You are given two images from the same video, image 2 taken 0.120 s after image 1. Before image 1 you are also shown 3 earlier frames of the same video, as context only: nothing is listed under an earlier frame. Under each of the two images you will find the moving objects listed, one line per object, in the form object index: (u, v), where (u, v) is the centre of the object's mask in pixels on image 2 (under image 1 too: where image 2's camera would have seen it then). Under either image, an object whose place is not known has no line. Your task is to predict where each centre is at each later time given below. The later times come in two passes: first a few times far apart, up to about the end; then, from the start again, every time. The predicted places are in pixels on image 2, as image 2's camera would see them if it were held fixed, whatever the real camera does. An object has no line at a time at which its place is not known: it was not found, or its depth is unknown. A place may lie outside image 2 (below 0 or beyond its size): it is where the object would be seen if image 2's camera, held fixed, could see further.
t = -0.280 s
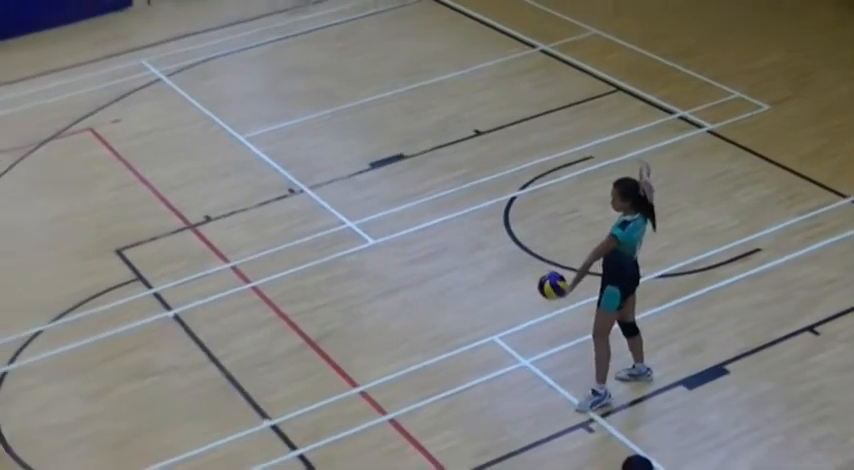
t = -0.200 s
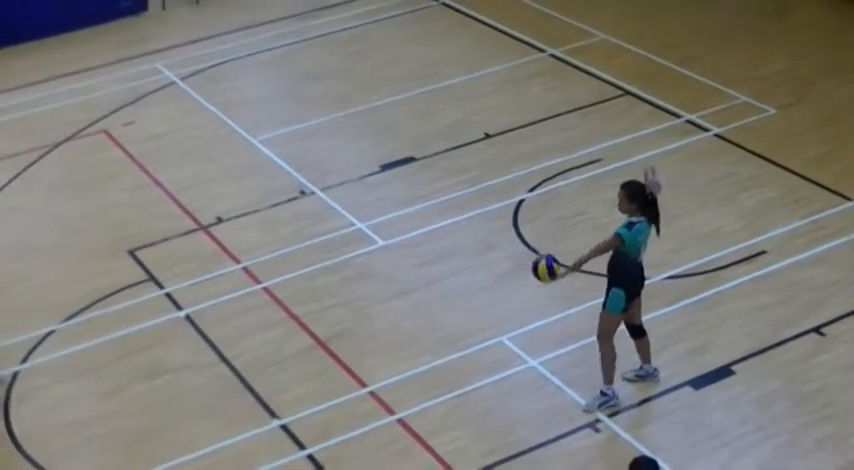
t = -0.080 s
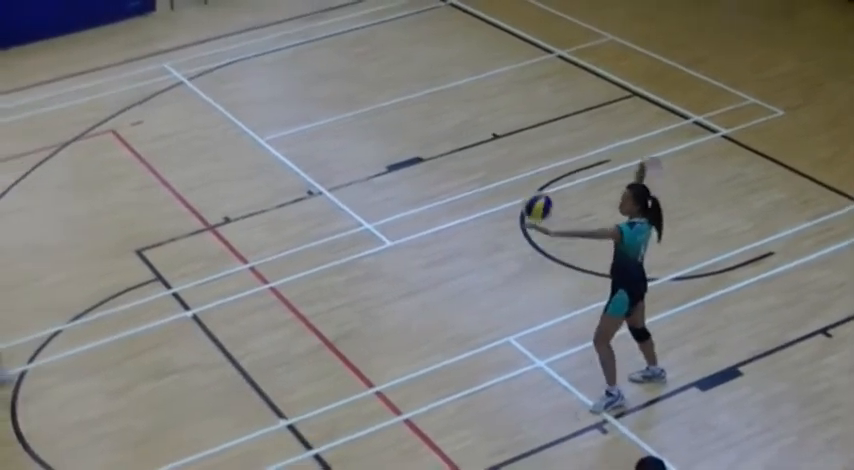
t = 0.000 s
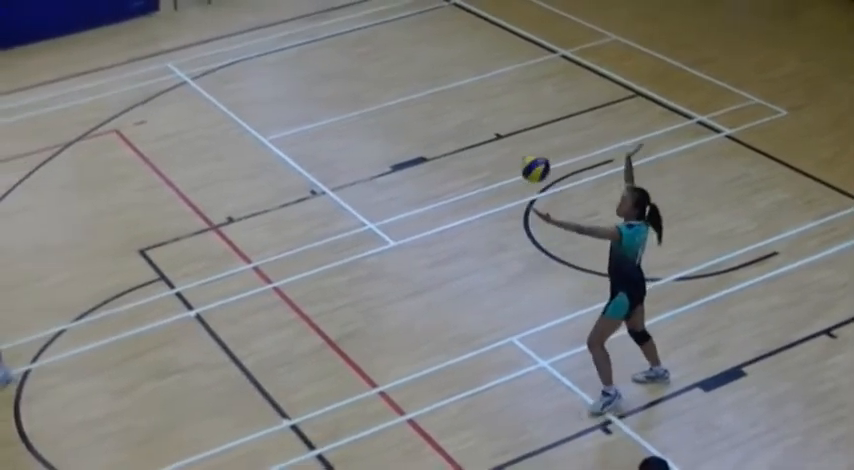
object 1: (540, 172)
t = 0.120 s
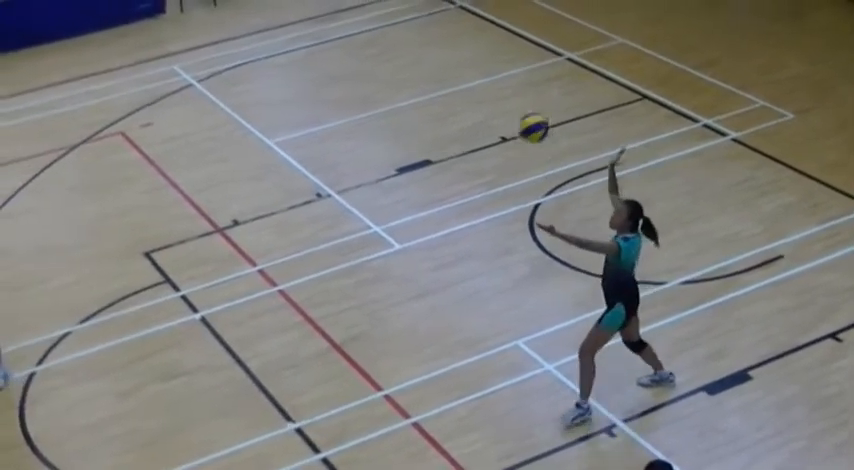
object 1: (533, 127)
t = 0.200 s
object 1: (529, 108)
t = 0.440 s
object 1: (519, 101)
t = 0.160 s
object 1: (531, 118)
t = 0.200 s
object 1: (529, 108)
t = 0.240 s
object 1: (526, 102)
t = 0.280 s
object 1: (525, 98)
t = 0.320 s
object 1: (523, 95)
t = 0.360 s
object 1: (522, 95)
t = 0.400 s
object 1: (520, 96)
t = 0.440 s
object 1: (519, 101)
